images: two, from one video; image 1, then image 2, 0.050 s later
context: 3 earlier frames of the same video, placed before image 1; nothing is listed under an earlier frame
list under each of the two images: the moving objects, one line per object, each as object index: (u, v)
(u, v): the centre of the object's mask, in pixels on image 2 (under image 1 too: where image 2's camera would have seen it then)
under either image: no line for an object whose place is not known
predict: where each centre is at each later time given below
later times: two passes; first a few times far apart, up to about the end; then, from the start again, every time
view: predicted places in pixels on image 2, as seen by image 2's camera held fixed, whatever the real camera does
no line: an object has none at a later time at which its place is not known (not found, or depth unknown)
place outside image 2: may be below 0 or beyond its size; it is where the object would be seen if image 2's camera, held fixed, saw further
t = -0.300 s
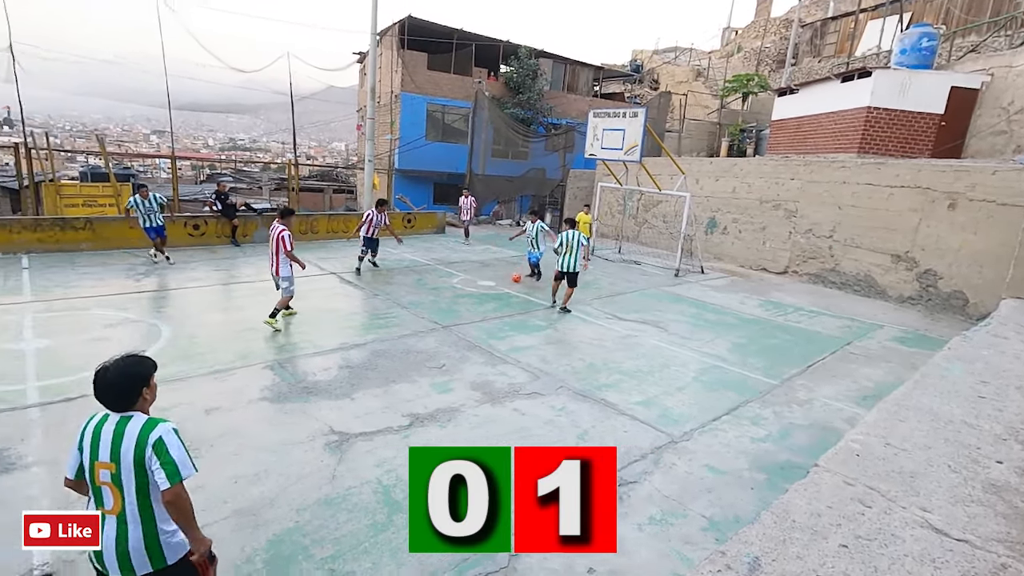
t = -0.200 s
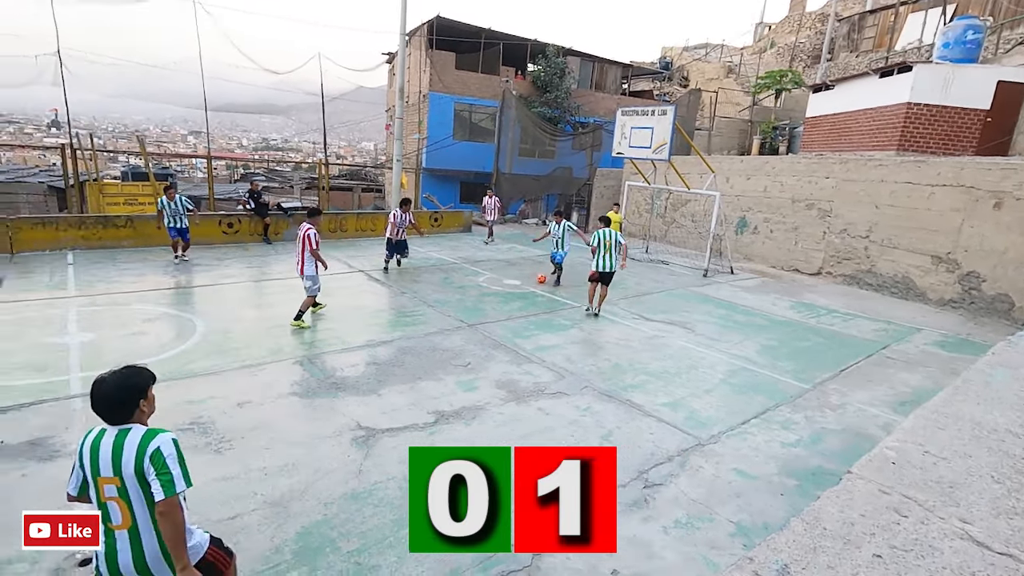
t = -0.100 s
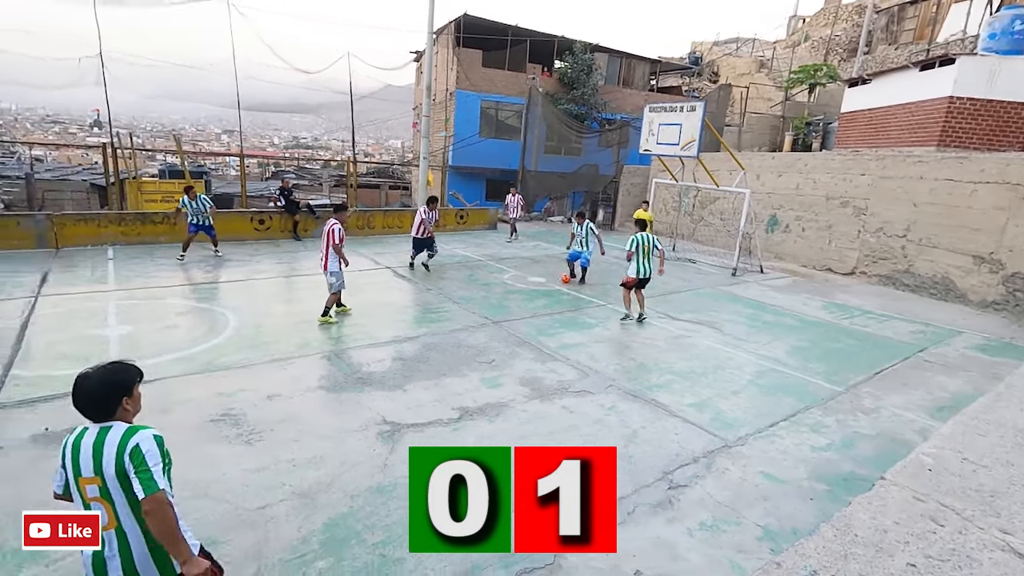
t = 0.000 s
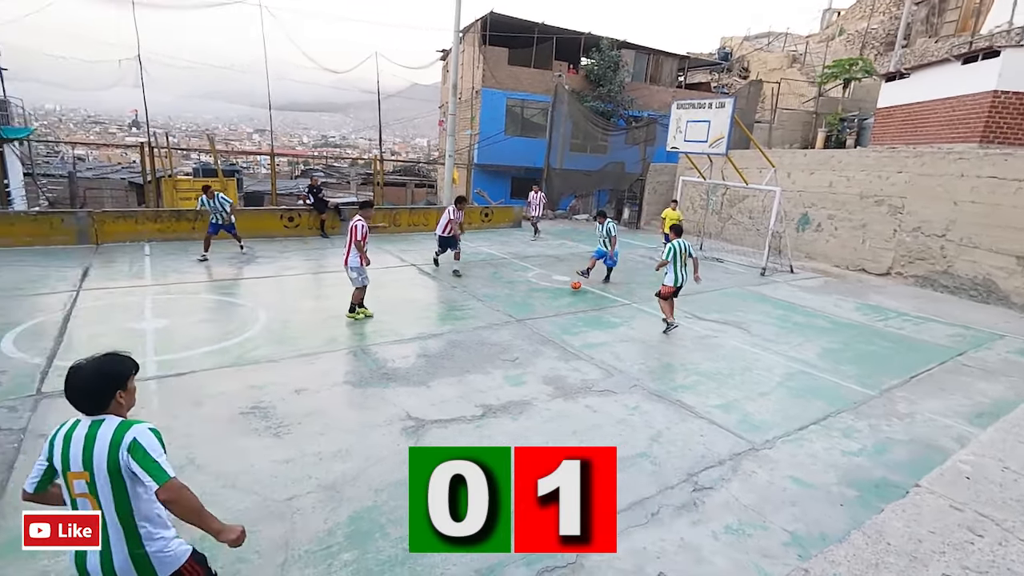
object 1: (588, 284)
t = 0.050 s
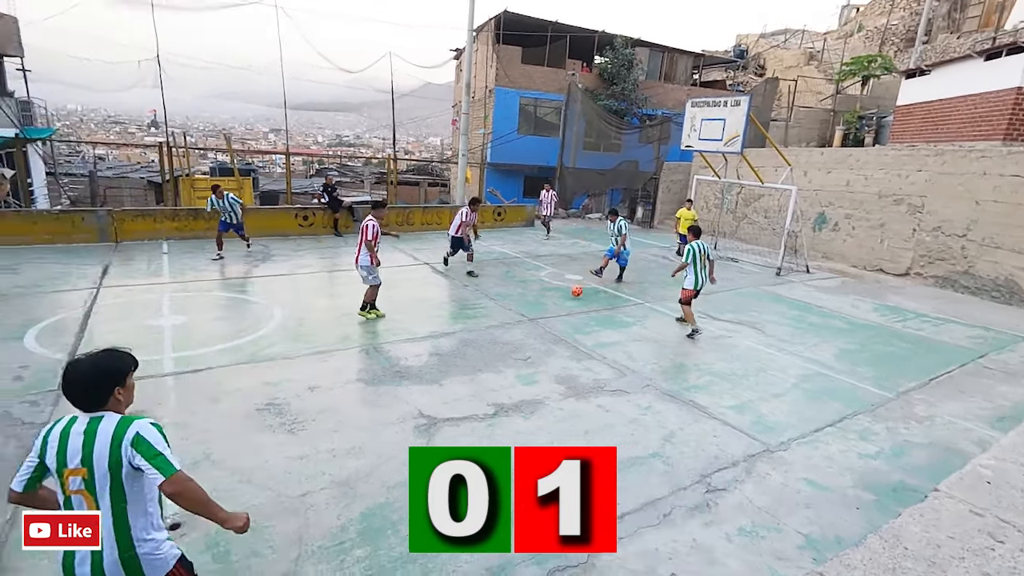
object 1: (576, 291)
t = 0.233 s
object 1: (525, 323)
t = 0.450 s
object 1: (432, 382)
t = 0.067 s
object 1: (572, 294)
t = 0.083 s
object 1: (568, 298)
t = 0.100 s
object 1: (563, 301)
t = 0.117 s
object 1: (559, 303)
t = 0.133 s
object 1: (554, 305)
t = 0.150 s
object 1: (550, 307)
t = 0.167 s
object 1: (545, 310)
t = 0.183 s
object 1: (540, 313)
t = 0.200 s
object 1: (536, 316)
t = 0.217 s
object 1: (531, 320)
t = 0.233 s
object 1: (525, 323)
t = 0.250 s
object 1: (519, 327)
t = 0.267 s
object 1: (513, 332)
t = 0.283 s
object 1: (507, 336)
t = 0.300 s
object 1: (501, 339)
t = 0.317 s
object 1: (494, 343)
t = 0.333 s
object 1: (487, 348)
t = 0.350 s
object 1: (480, 353)
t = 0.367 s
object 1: (473, 357)
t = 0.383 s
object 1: (466, 361)
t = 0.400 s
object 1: (458, 366)
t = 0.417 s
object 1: (450, 371)
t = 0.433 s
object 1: (441, 376)
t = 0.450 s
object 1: (432, 382)
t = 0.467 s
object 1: (423, 388)
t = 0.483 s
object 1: (413, 394)
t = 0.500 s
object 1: (403, 401)
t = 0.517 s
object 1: (393, 408)
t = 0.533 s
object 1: (382, 414)
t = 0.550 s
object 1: (370, 421)
